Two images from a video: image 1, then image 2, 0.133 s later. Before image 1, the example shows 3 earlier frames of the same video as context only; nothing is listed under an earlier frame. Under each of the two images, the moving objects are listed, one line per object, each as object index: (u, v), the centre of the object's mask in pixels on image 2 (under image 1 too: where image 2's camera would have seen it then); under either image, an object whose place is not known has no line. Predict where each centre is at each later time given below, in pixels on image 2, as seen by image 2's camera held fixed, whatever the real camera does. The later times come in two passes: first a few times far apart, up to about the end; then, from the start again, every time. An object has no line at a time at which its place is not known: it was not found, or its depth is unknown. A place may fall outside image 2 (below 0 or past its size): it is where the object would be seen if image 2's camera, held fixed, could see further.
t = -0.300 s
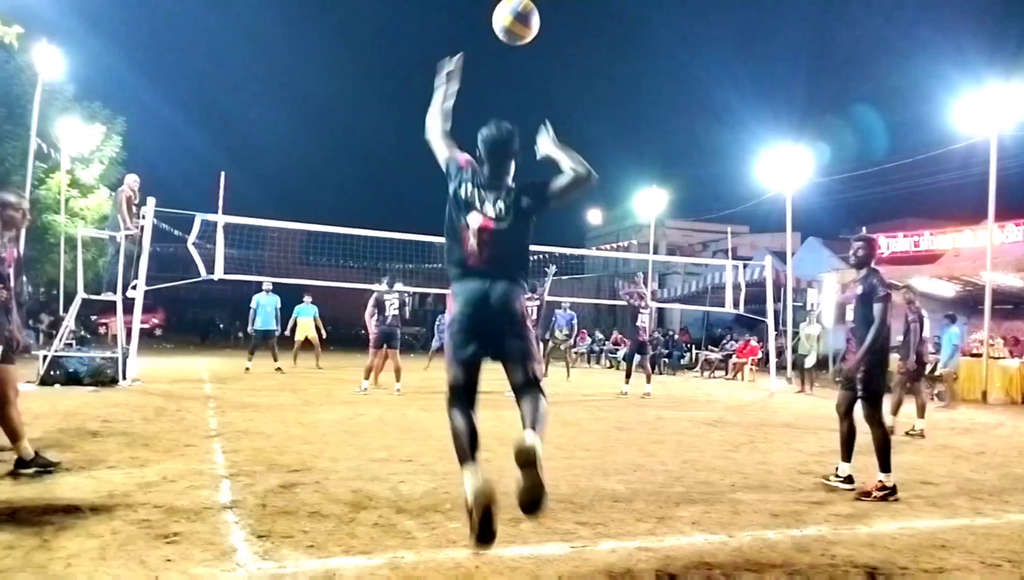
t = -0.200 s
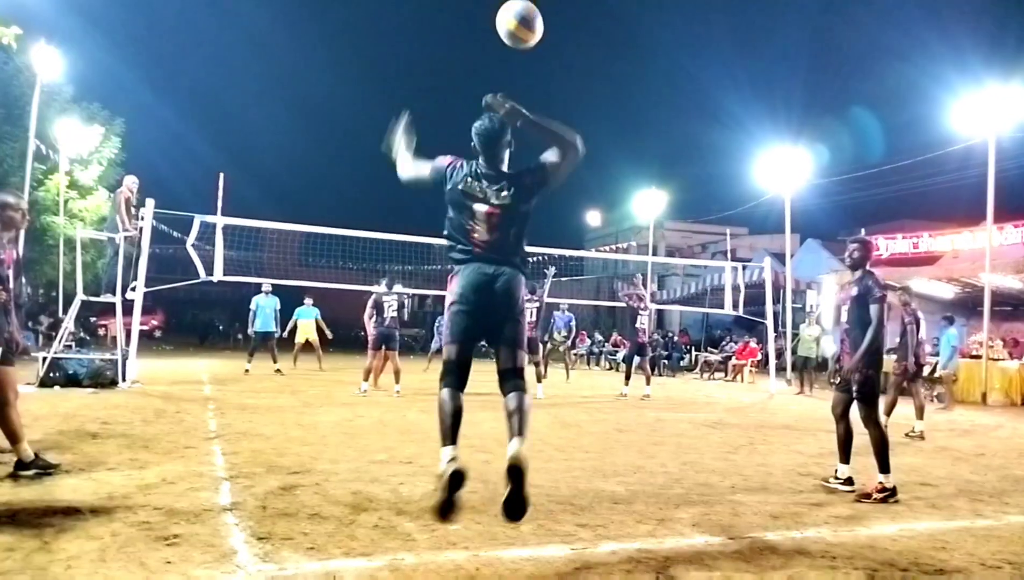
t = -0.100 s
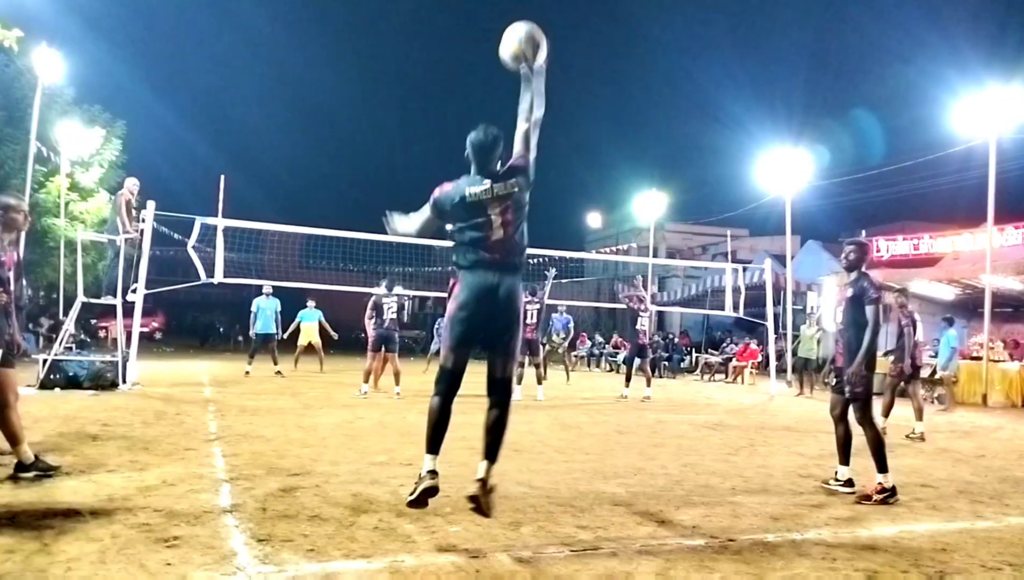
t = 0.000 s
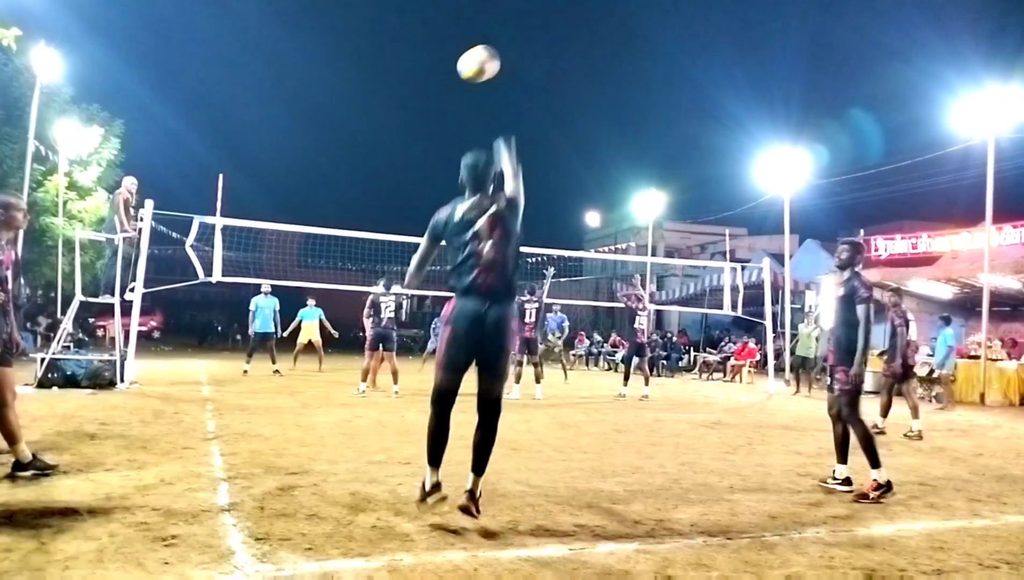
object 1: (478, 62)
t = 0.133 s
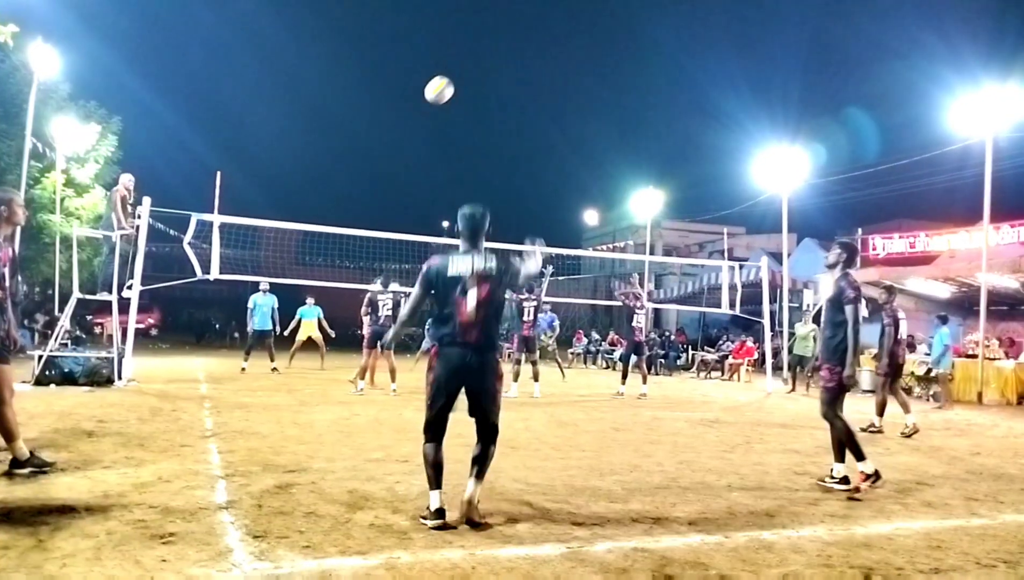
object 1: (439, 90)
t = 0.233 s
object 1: (420, 112)
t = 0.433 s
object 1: (397, 163)
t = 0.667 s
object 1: (377, 223)
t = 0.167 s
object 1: (432, 97)
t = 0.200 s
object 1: (426, 105)
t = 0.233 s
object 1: (420, 112)
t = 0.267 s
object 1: (414, 120)
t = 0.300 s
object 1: (410, 129)
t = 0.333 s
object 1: (406, 137)
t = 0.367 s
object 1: (403, 146)
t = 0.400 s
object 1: (400, 154)
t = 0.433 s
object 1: (397, 163)
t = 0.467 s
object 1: (394, 172)
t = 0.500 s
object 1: (391, 181)
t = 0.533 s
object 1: (388, 189)
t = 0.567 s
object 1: (385, 198)
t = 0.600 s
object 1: (382, 207)
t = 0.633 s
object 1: (380, 215)
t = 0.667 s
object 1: (377, 223)
